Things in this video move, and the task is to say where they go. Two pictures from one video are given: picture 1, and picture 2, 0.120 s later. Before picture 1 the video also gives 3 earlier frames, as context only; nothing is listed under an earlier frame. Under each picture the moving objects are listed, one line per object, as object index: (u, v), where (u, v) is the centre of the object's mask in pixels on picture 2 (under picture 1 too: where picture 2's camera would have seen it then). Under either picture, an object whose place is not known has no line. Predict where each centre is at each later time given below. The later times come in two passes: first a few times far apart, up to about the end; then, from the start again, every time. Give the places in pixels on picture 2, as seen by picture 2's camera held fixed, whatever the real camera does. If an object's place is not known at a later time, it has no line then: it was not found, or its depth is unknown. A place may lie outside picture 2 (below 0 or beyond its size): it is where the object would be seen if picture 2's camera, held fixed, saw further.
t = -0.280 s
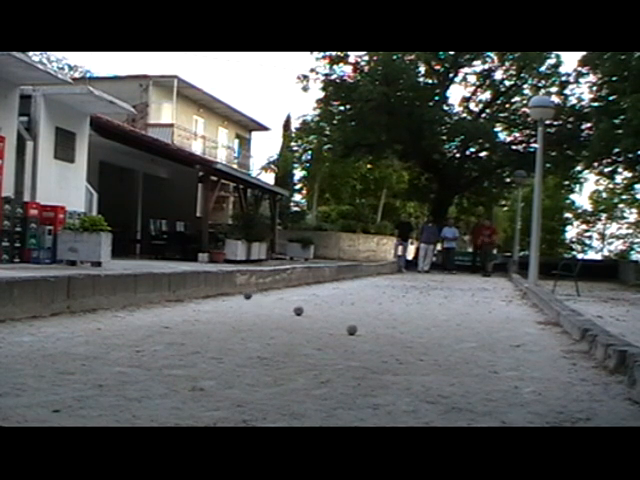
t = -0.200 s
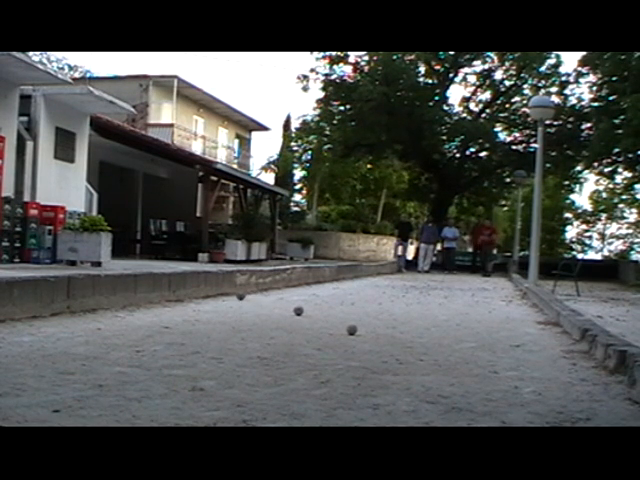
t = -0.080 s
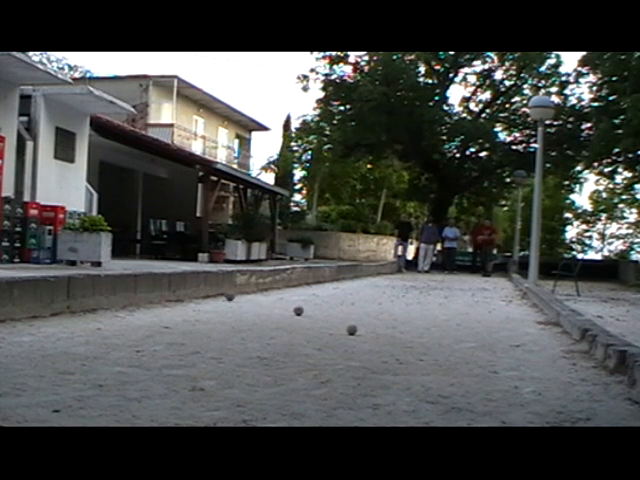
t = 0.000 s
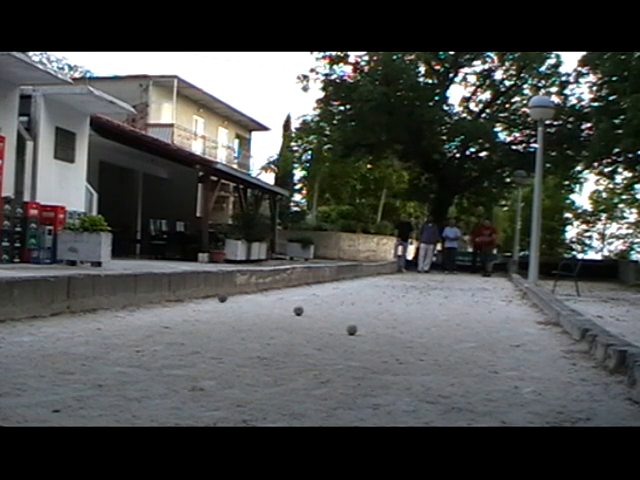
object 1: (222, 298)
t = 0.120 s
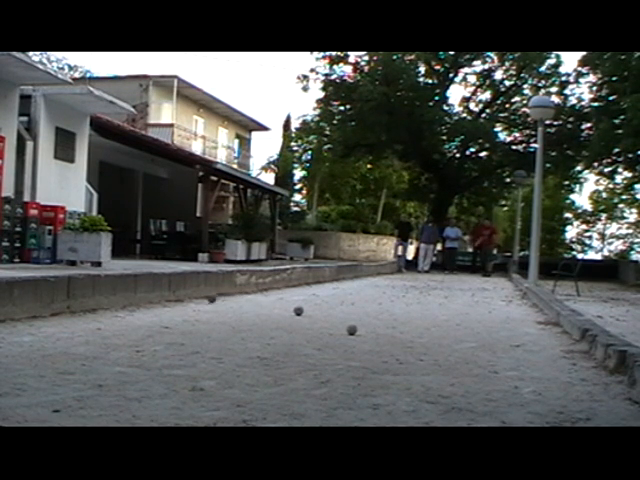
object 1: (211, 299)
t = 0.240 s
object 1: (200, 301)
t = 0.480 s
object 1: (177, 303)
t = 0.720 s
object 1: (156, 306)
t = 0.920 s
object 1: (138, 309)
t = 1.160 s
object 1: (117, 312)
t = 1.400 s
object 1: (98, 316)
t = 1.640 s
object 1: (82, 321)
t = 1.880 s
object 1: (70, 325)
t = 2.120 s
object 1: (60, 329)
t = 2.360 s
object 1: (51, 334)
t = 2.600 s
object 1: (44, 339)
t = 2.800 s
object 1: (40, 343)
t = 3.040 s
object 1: (37, 348)
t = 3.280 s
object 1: (36, 353)
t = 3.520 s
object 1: (39, 357)
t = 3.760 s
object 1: (45, 361)
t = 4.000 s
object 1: (54, 363)
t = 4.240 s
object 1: (62, 366)
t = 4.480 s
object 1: (65, 367)
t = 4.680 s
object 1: (65, 368)
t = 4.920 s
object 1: (66, 368)
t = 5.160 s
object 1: (67, 368)
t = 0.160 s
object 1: (207, 300)
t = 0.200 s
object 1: (204, 300)
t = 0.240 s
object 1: (200, 301)
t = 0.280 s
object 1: (196, 301)
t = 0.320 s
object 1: (192, 302)
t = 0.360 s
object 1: (189, 302)
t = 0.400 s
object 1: (185, 302)
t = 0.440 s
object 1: (181, 302)
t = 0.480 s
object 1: (177, 303)
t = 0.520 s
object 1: (173, 304)
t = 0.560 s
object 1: (170, 304)
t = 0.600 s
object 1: (167, 304)
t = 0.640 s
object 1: (163, 305)
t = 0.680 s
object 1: (159, 305)
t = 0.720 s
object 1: (156, 306)
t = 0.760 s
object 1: (153, 306)
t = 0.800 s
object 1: (149, 307)
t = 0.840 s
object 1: (145, 307)
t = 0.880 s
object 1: (142, 307)
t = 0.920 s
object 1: (138, 309)
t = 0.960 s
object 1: (134, 309)
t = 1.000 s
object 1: (131, 310)
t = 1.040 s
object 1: (127, 311)
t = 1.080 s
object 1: (123, 311)
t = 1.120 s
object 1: (120, 312)
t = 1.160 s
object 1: (117, 312)
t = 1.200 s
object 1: (114, 313)
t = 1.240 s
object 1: (110, 313)
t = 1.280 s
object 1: (107, 314)
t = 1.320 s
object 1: (103, 315)
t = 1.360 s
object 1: (100, 316)
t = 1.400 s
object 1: (98, 316)
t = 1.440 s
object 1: (94, 317)
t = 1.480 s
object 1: (92, 317)
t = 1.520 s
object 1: (90, 318)
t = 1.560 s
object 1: (87, 319)
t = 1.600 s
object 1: (85, 319)
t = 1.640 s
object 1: (82, 321)
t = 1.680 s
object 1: (80, 321)
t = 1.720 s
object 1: (78, 321)
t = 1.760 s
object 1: (76, 322)
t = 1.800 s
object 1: (74, 323)
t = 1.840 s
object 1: (72, 324)
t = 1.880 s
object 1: (70, 325)
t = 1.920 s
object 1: (68, 326)
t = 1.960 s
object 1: (66, 325)
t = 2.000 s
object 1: (64, 327)
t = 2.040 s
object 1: (63, 327)
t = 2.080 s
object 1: (62, 328)
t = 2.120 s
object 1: (60, 329)
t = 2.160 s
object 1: (58, 330)
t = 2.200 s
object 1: (57, 331)
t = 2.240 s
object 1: (55, 332)
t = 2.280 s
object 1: (54, 333)
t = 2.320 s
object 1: (52, 334)
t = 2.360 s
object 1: (51, 334)
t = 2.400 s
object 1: (50, 335)
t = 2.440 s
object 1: (49, 336)
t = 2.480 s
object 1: (47, 337)
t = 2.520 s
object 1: (46, 337)
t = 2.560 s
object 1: (45, 339)
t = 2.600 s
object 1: (44, 339)
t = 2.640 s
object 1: (43, 340)
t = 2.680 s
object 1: (42, 341)
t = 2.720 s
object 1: (41, 342)
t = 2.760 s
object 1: (40, 343)
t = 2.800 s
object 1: (40, 343)
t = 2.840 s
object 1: (39, 345)
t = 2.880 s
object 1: (38, 345)
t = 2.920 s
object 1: (38, 346)
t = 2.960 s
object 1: (37, 346)
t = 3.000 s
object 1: (37, 347)
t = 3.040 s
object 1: (37, 348)
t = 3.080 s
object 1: (36, 349)
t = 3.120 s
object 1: (36, 350)
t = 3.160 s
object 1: (37, 350)
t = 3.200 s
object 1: (36, 351)
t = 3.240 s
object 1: (36, 352)
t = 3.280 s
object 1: (36, 353)
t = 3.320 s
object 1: (37, 354)
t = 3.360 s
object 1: (37, 354)
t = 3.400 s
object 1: (37, 355)
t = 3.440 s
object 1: (38, 356)
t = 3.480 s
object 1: (38, 356)
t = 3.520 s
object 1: (39, 357)
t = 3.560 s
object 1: (40, 358)
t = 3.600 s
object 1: (41, 358)
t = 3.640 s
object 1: (42, 359)
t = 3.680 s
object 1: (43, 359)
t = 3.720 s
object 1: (44, 360)
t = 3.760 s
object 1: (45, 361)
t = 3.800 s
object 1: (47, 361)
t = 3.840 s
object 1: (48, 362)
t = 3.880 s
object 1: (50, 362)
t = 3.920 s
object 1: (51, 363)
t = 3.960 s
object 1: (53, 363)
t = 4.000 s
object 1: (54, 363)
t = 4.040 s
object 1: (55, 364)
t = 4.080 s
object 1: (57, 364)
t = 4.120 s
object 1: (58, 365)
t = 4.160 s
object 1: (60, 365)
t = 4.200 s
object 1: (61, 365)
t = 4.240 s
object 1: (62, 366)
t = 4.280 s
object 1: (63, 366)
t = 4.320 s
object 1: (64, 366)
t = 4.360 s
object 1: (65, 367)
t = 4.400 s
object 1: (65, 367)
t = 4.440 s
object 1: (66, 367)
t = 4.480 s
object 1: (65, 367)
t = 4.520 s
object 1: (65, 367)
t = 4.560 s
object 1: (65, 367)
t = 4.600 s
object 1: (65, 367)
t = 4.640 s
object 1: (65, 367)
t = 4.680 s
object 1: (65, 368)
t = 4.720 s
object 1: (66, 368)
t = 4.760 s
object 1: (66, 368)
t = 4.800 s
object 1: (66, 368)
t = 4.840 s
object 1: (66, 368)
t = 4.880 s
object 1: (66, 368)
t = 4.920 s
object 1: (66, 368)
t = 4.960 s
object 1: (67, 368)
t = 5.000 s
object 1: (67, 368)
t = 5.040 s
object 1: (67, 368)
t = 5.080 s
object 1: (67, 368)
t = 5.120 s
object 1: (67, 368)
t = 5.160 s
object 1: (67, 368)
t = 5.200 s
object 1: (67, 368)
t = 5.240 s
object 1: (67, 368)
